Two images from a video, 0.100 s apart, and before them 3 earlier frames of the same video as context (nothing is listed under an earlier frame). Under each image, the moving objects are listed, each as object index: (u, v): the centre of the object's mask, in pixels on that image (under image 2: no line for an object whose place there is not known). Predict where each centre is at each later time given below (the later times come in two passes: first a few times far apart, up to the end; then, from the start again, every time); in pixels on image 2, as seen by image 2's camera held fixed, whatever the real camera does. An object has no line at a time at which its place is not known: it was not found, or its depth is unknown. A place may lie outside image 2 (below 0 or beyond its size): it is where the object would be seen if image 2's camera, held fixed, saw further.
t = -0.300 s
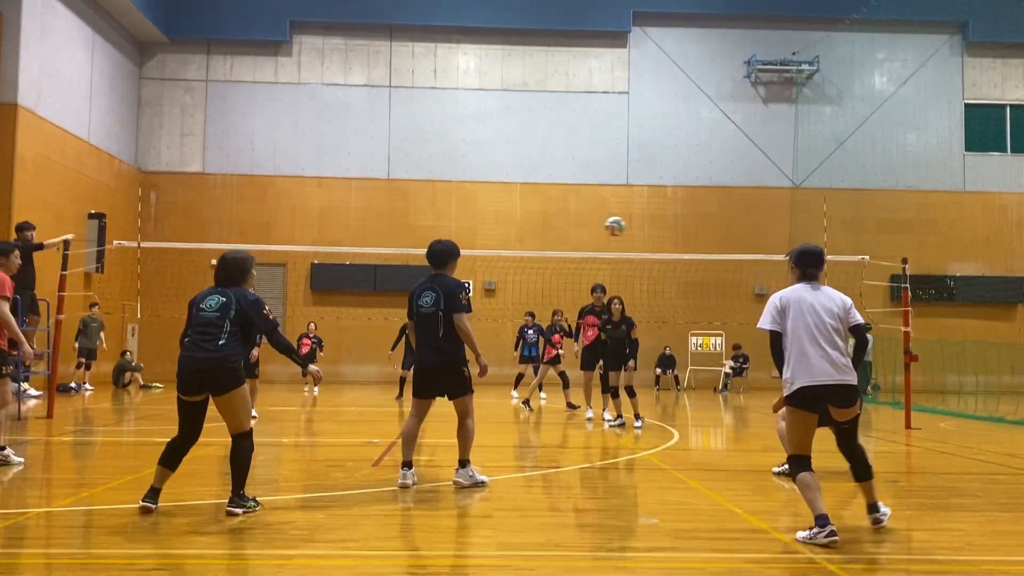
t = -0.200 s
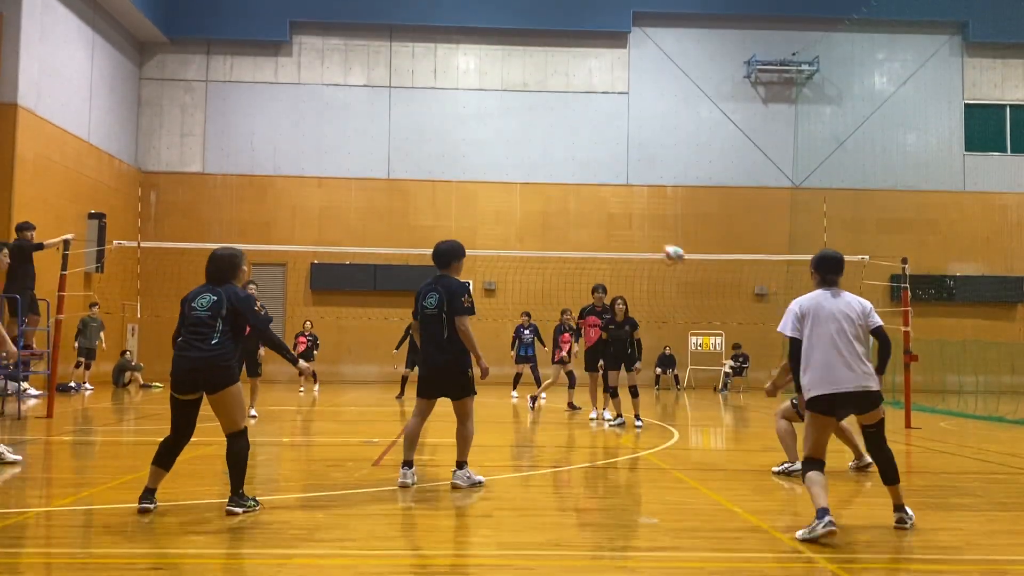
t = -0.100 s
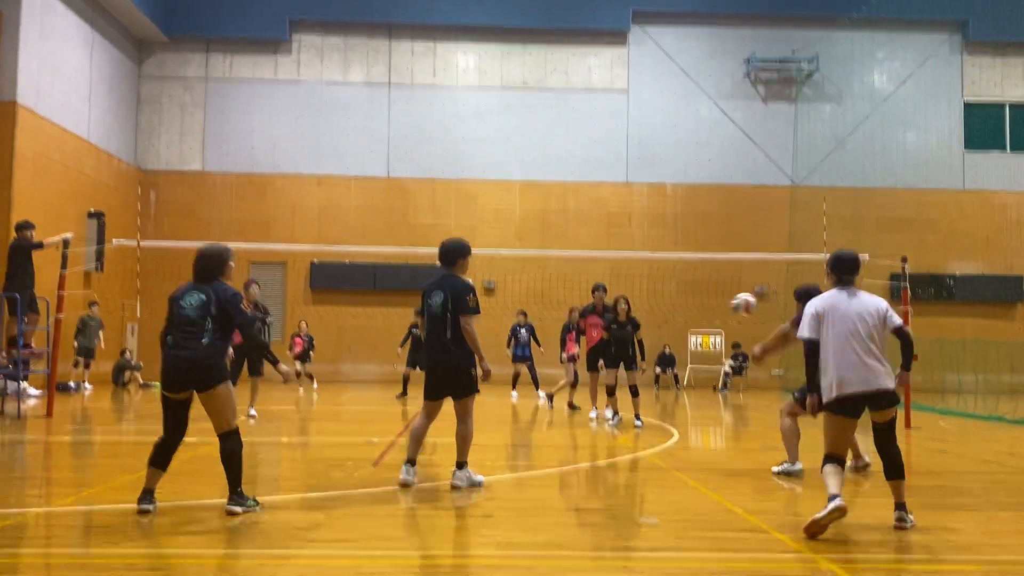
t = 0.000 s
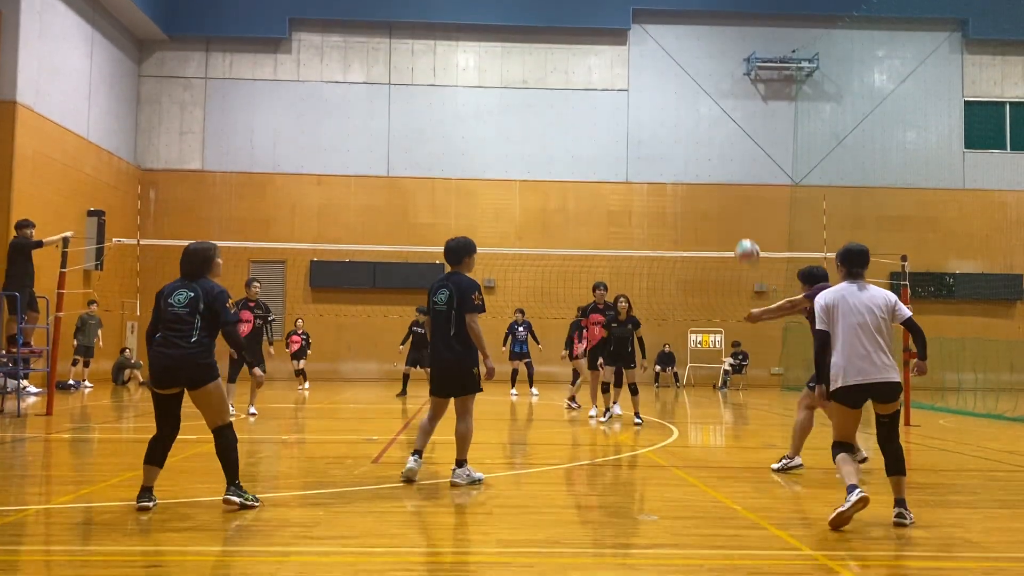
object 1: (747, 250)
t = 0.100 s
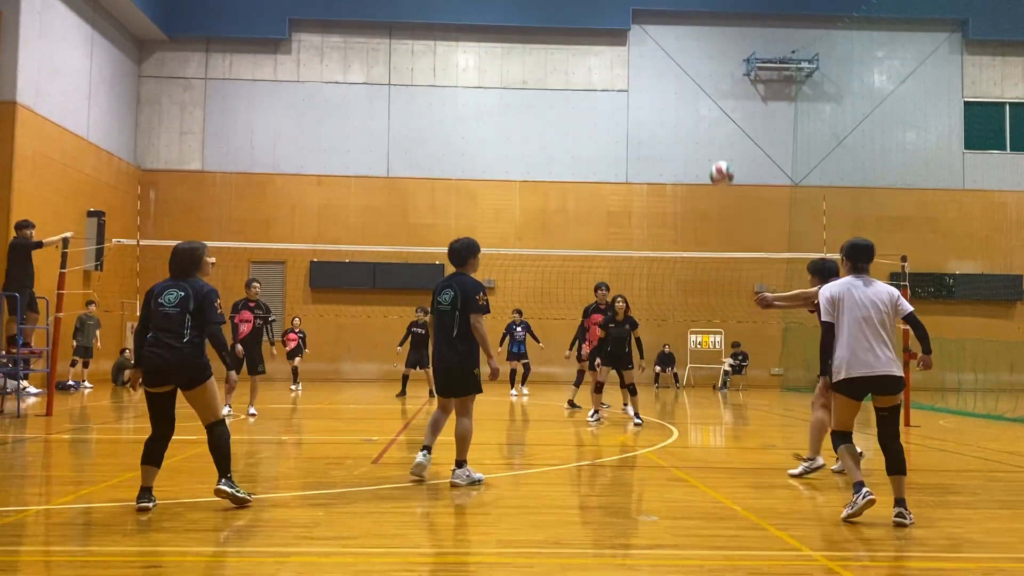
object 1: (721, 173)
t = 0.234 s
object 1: (692, 97)
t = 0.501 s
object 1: (638, 10)
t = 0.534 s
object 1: (633, 6)
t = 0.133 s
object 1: (714, 153)
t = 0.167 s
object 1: (707, 132)
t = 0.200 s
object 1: (699, 113)
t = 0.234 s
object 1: (692, 97)
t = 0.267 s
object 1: (684, 81)
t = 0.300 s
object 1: (677, 67)
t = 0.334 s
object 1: (670, 55)
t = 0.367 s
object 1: (663, 43)
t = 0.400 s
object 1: (656, 32)
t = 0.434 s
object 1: (650, 24)
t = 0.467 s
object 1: (643, 16)
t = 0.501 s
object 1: (638, 10)
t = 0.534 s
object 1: (633, 6)
